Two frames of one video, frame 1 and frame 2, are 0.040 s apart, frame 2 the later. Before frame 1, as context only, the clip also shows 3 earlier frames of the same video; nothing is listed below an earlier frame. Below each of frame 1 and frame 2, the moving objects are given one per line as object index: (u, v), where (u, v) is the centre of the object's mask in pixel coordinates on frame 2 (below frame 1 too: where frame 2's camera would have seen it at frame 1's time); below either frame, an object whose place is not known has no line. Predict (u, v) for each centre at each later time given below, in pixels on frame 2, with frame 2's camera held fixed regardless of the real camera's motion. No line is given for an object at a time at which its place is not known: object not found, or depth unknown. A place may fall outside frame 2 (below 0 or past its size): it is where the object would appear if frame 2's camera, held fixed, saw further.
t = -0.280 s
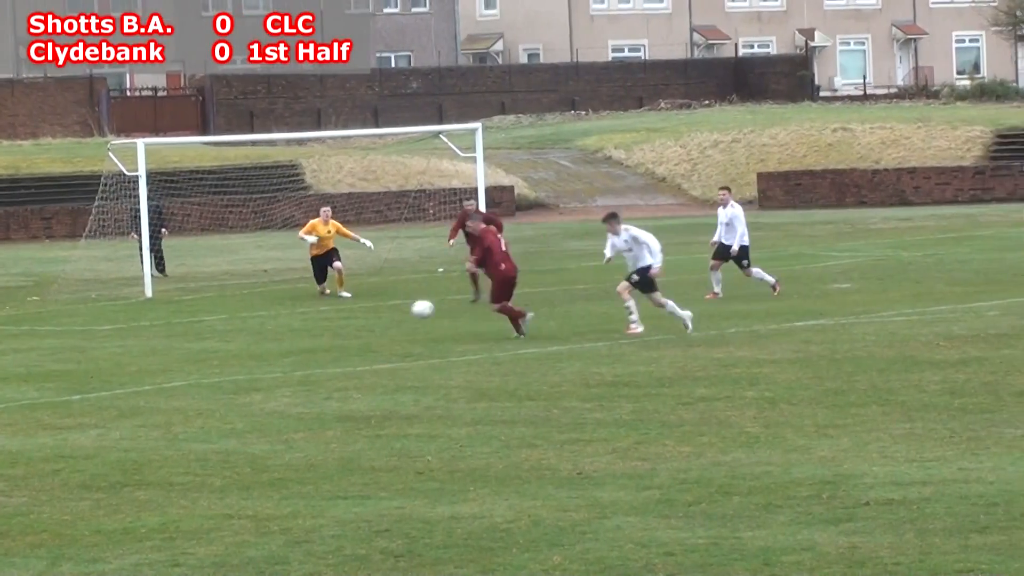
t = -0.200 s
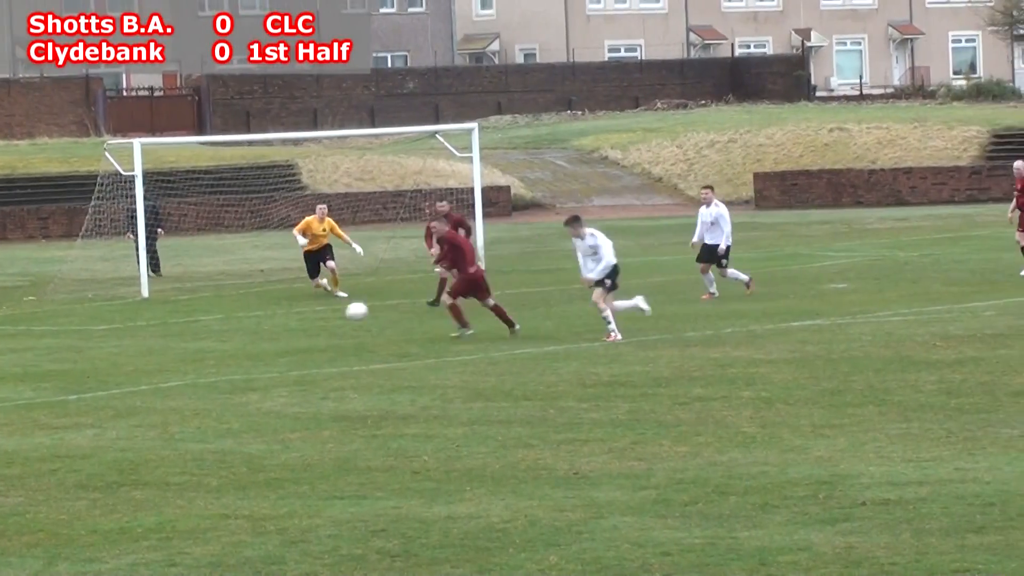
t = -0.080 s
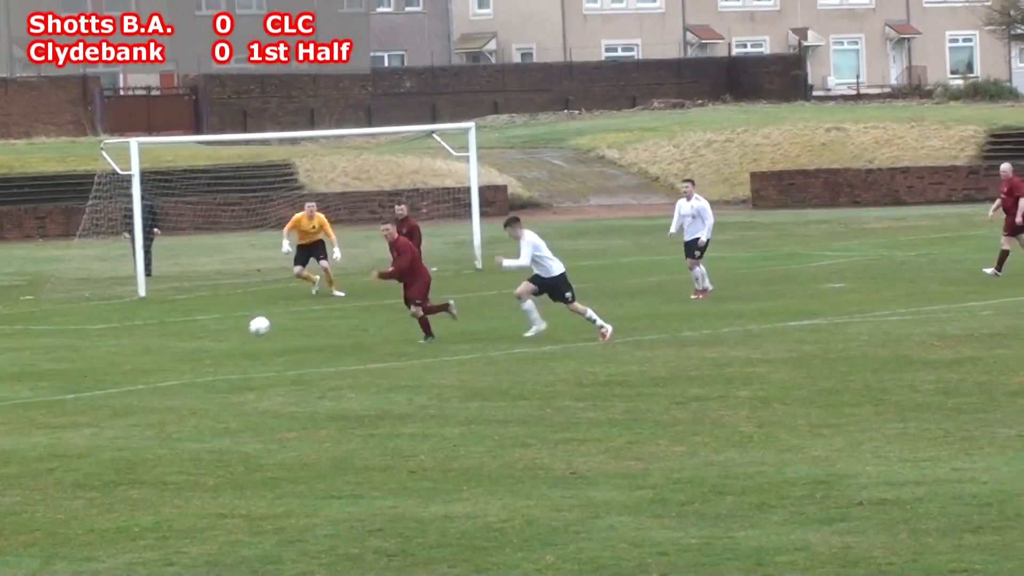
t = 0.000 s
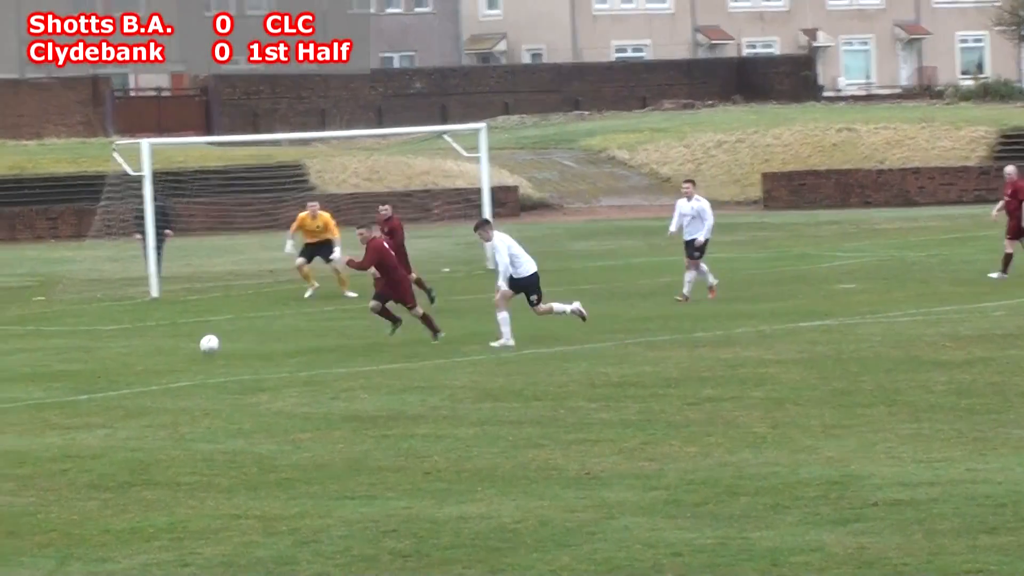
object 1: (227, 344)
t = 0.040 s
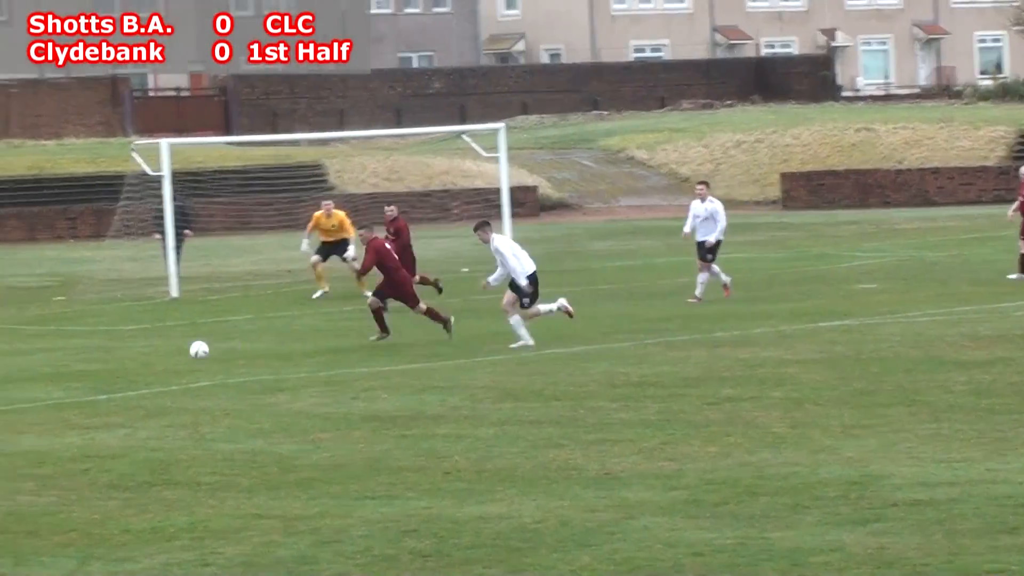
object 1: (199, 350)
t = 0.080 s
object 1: (172, 348)
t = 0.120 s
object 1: (145, 348)
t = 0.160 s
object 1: (119, 349)
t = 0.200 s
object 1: (92, 351)
